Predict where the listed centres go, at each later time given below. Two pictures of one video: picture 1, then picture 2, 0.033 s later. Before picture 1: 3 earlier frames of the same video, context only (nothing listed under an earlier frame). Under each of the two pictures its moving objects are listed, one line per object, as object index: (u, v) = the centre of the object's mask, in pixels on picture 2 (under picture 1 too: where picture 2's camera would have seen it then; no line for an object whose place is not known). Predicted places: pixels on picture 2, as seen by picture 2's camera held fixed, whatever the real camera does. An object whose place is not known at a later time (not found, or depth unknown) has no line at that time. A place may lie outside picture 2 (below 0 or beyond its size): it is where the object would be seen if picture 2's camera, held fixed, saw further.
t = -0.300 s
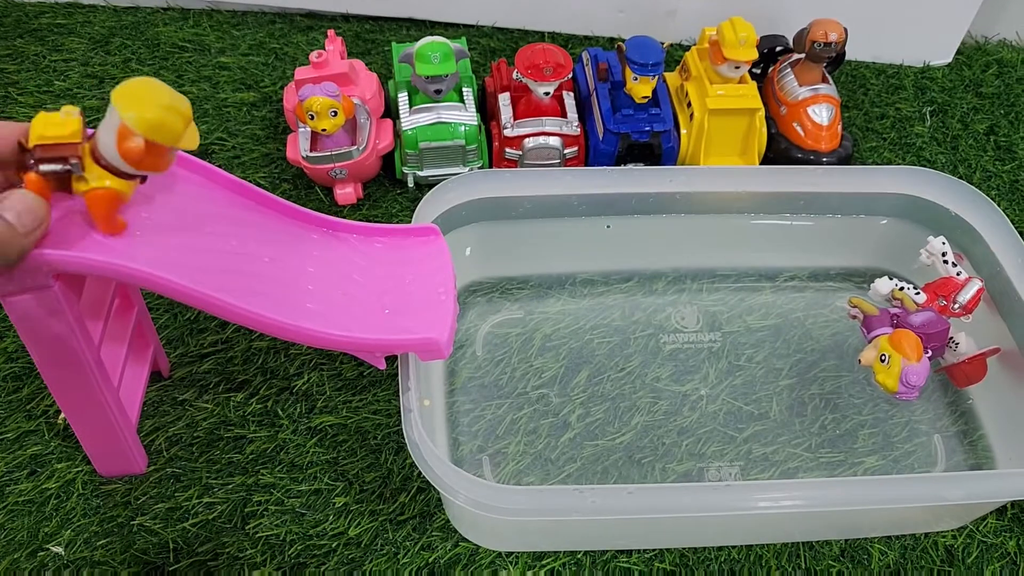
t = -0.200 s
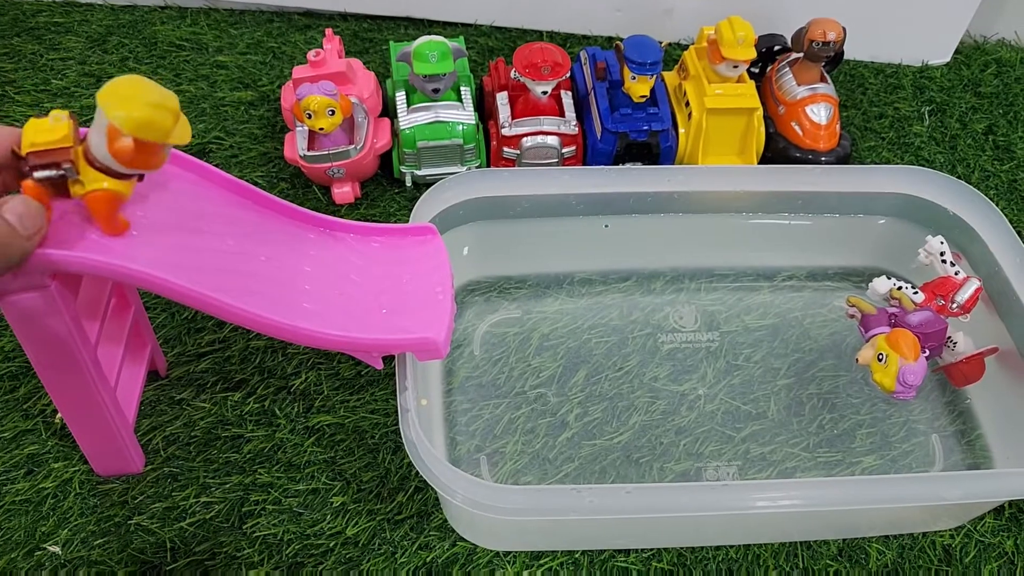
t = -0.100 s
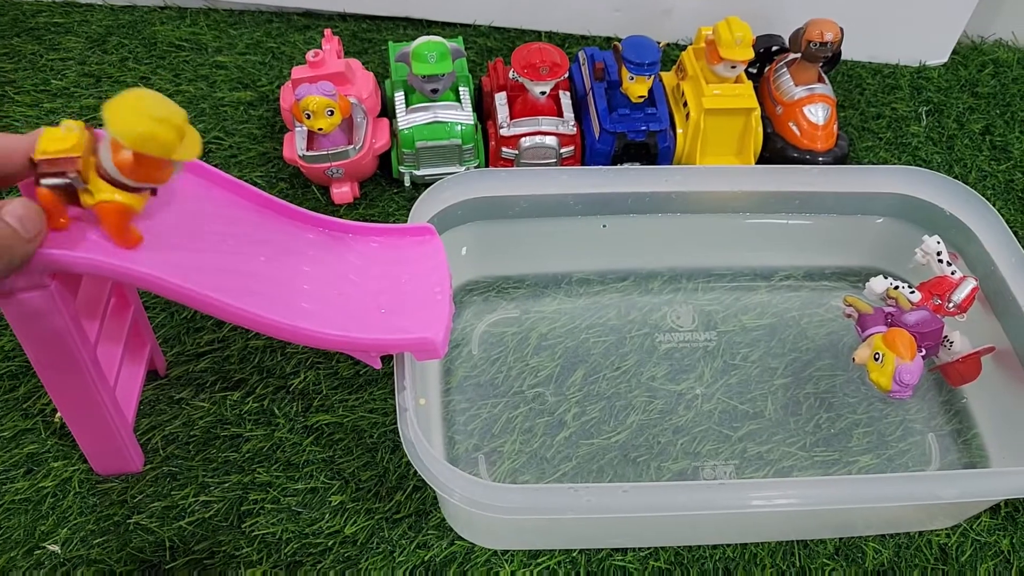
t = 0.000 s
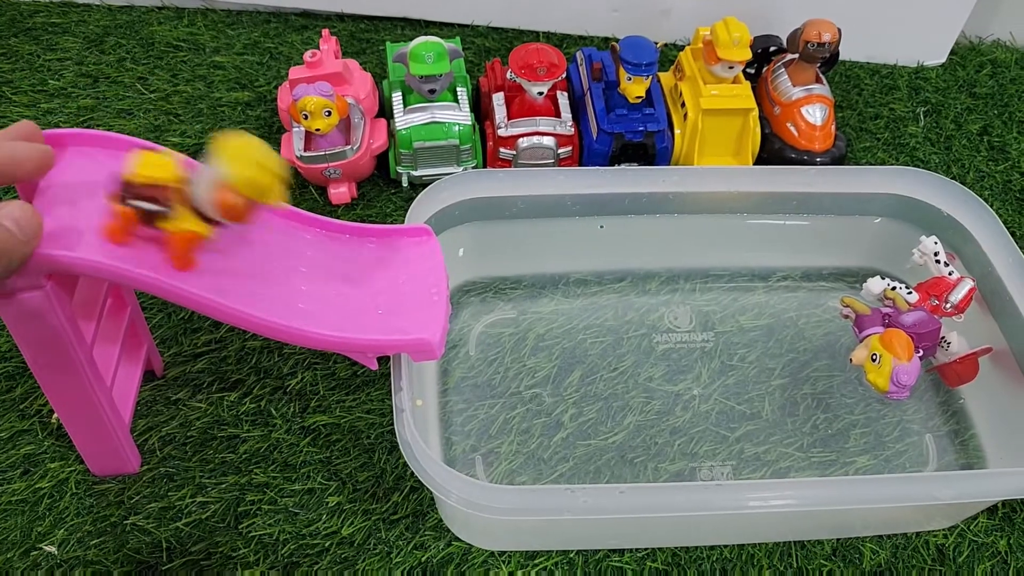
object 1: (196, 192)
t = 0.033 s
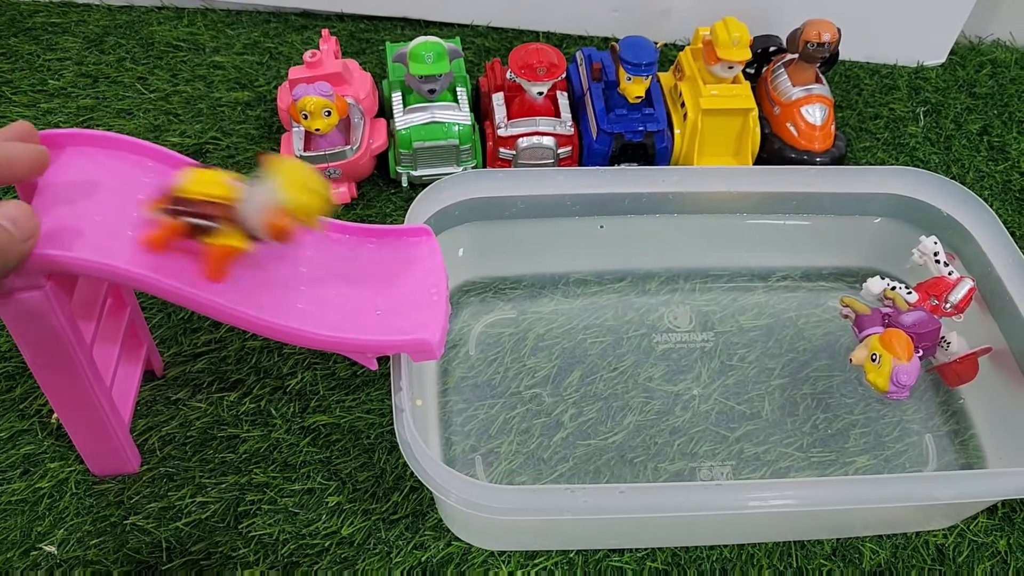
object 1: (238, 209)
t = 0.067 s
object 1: (315, 239)
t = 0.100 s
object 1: (365, 249)
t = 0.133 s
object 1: (412, 248)
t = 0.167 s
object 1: (474, 258)
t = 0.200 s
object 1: (504, 275)
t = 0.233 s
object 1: (552, 310)
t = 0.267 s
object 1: (568, 328)
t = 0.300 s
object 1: (572, 331)
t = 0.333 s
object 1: (586, 323)
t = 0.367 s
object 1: (597, 314)
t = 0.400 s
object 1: (606, 307)
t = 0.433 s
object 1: (618, 304)
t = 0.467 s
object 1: (623, 306)
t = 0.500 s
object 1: (629, 312)
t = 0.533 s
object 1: (633, 312)
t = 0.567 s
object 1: (637, 308)
